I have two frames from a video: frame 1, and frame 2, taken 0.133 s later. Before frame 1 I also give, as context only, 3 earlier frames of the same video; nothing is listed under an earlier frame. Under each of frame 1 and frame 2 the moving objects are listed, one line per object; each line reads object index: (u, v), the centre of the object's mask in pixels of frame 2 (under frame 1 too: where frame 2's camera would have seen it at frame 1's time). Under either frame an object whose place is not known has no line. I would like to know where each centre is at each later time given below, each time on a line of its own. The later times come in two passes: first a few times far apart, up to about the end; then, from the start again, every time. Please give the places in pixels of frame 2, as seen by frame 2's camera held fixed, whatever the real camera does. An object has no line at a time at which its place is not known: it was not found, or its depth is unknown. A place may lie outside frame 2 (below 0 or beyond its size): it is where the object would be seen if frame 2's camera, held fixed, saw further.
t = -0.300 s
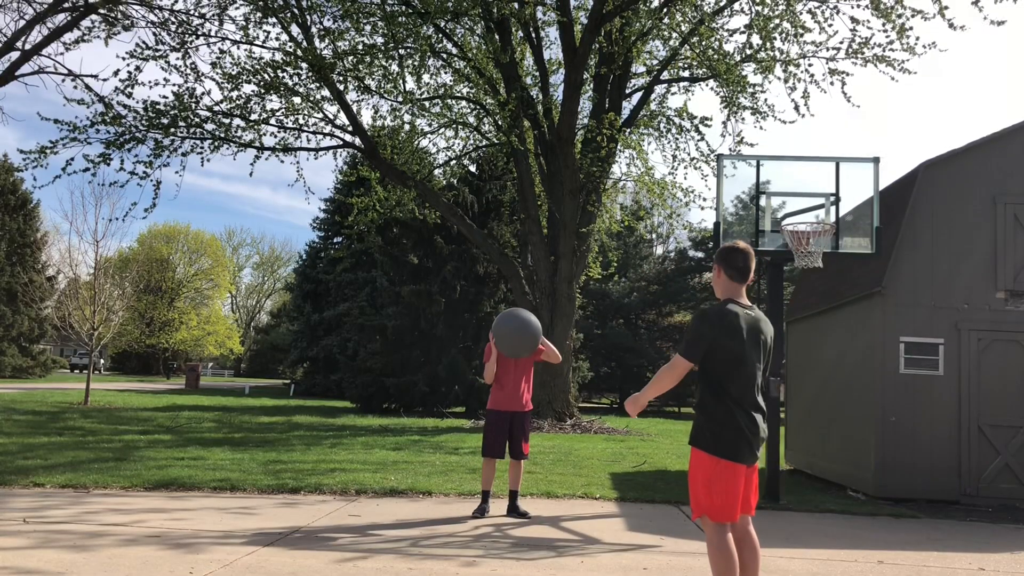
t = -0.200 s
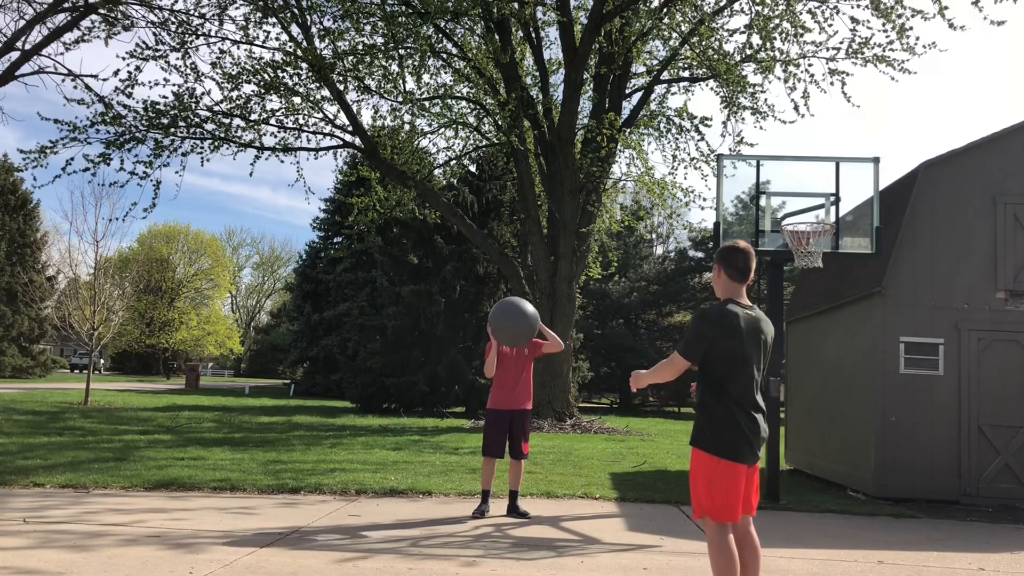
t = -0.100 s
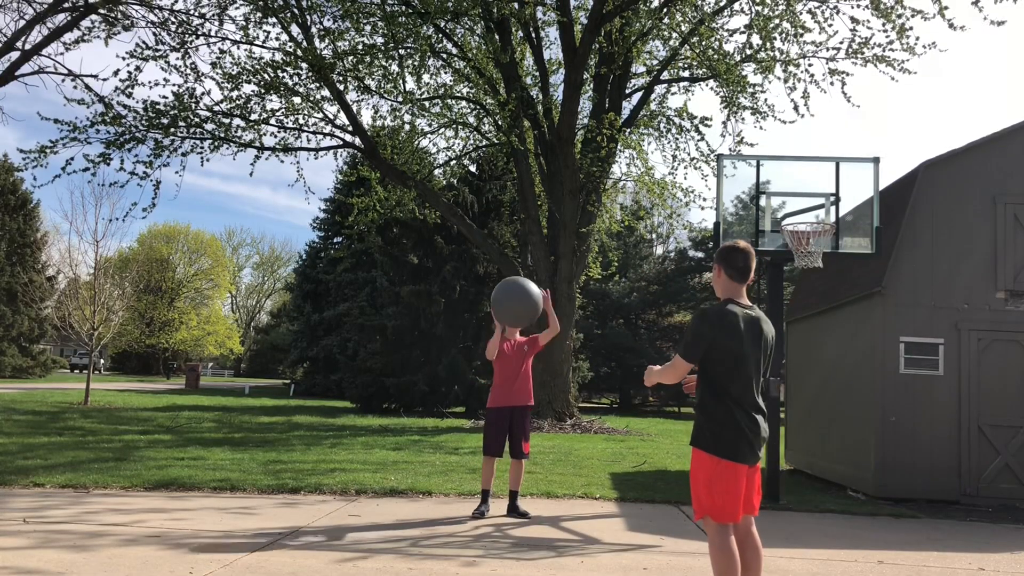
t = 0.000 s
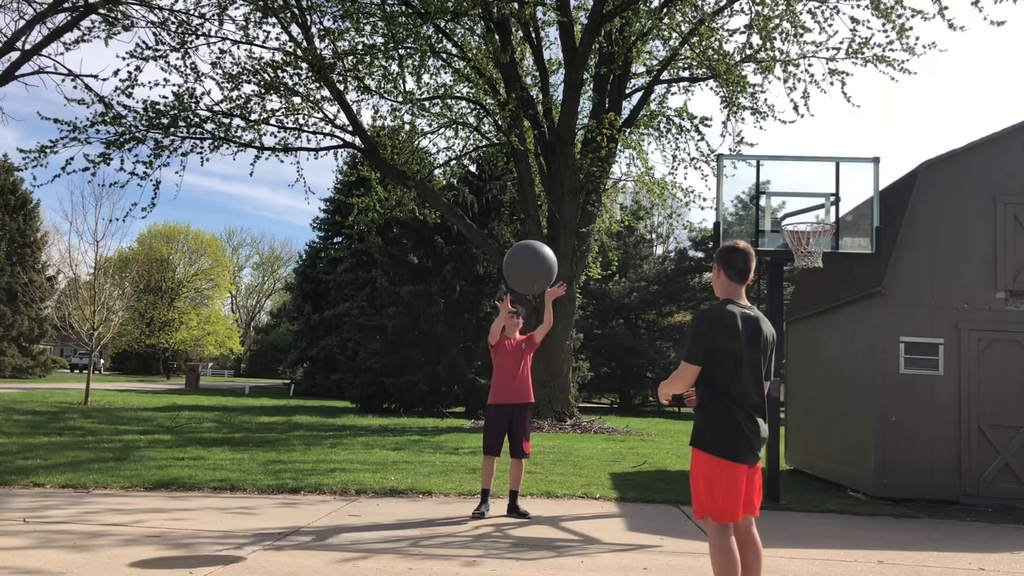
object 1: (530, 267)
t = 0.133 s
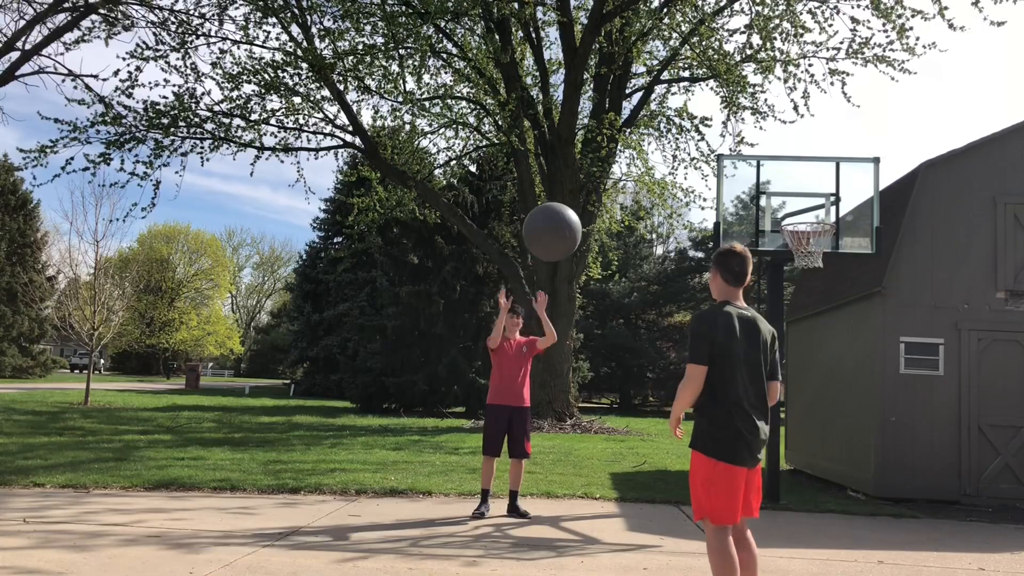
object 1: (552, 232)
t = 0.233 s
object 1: (570, 217)
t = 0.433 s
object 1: (615, 232)
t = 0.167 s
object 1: (558, 226)
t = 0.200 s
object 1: (564, 221)
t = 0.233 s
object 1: (570, 217)
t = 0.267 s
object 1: (577, 216)
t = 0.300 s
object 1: (583, 215)
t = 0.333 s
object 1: (591, 217)
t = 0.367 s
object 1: (598, 220)
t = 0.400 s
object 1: (606, 225)
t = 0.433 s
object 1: (615, 232)
